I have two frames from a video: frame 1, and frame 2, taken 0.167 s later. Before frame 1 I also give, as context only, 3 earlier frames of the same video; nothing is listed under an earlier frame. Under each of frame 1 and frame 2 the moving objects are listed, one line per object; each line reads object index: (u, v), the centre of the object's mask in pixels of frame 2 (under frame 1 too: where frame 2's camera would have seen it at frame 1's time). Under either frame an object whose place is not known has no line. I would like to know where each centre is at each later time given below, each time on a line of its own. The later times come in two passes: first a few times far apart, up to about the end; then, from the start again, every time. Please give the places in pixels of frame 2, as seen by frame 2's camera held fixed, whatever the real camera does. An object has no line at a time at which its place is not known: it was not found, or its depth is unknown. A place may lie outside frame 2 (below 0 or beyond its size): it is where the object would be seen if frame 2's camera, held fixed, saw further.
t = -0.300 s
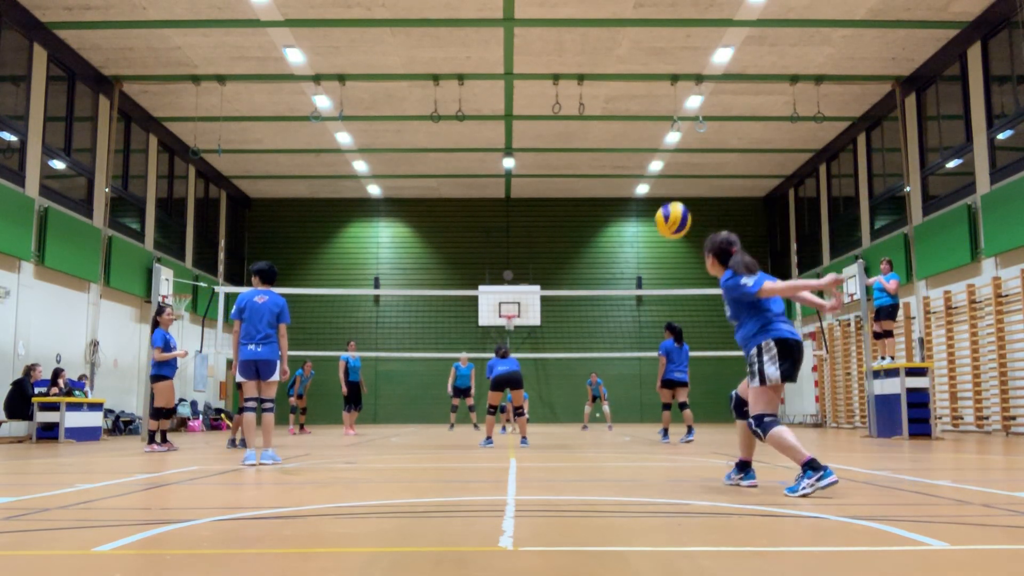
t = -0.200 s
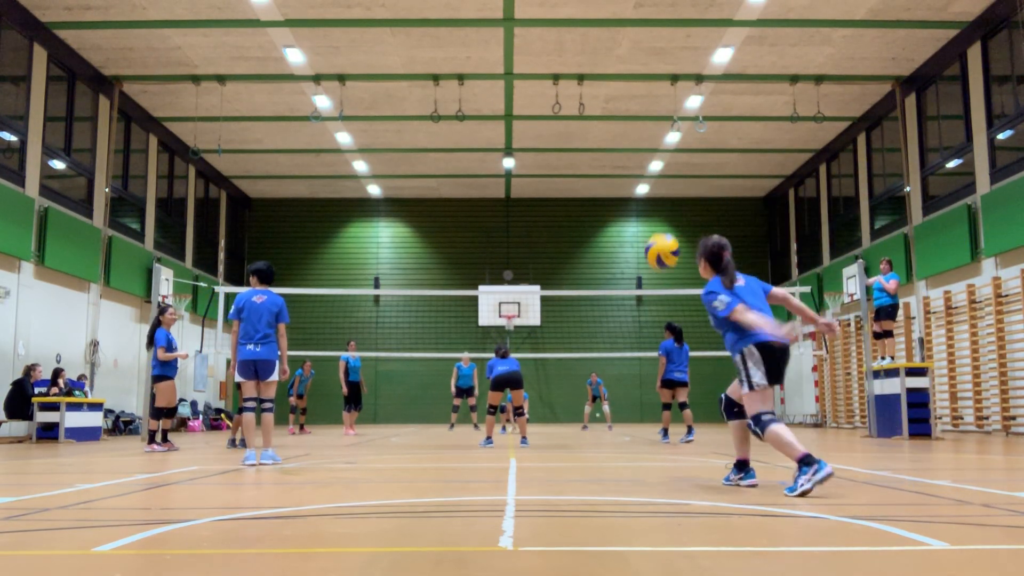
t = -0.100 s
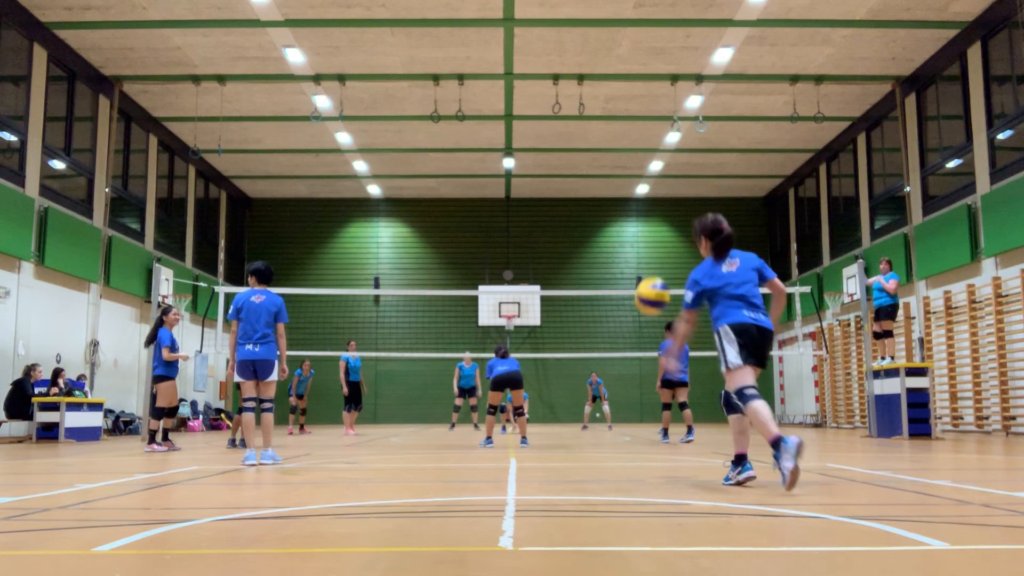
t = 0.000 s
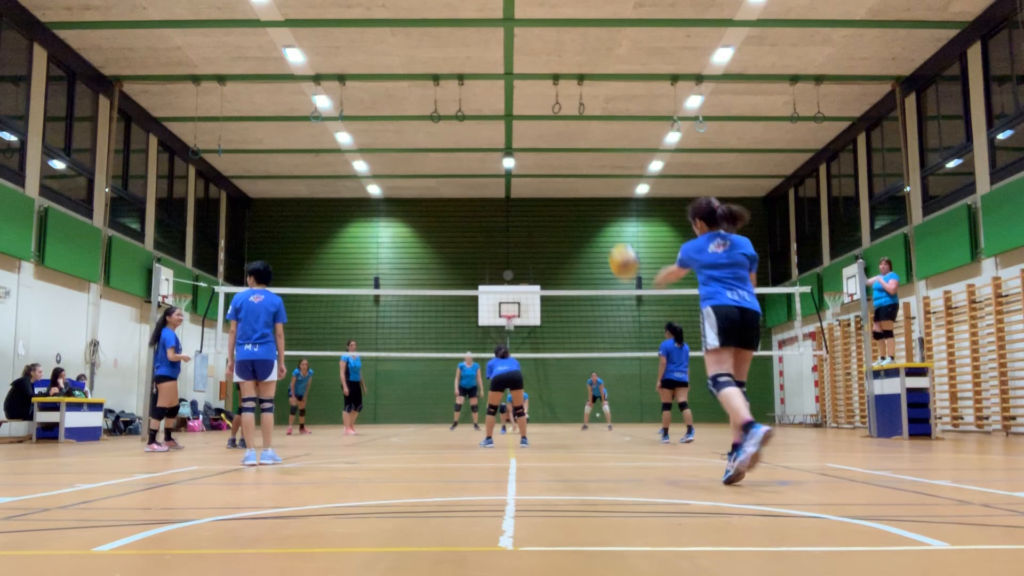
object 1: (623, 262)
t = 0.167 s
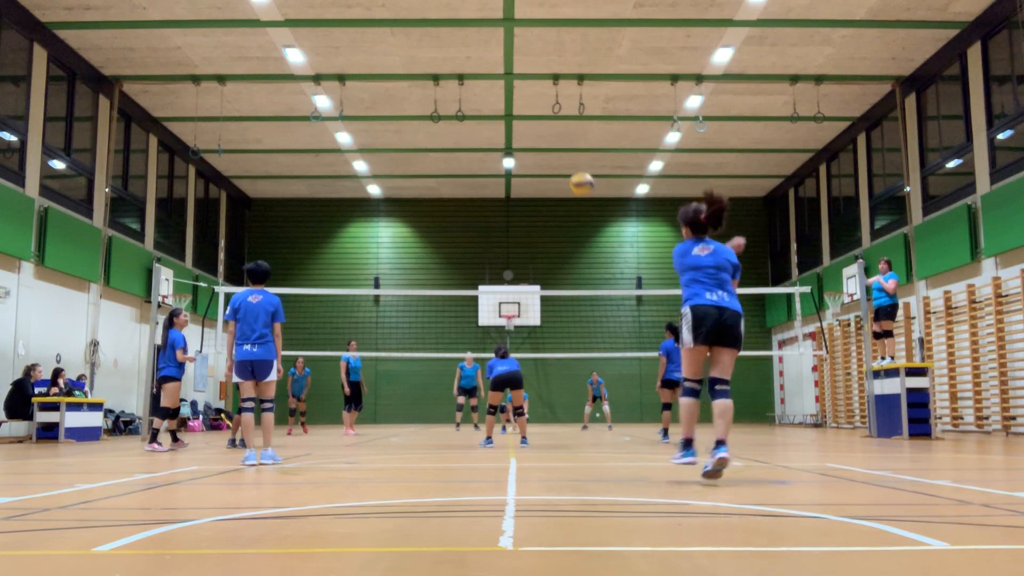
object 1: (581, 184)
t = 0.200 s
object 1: (576, 178)
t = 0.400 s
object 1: (549, 166)
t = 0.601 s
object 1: (531, 188)
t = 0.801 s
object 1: (517, 229)
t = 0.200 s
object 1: (576, 178)
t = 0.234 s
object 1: (570, 171)
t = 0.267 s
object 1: (565, 168)
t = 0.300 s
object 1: (561, 166)
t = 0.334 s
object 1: (557, 165)
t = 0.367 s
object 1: (553, 165)
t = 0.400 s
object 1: (549, 166)
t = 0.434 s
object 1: (545, 168)
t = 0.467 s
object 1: (542, 171)
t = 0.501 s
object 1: (539, 174)
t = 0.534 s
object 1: (536, 178)
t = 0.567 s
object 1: (533, 183)
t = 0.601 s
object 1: (531, 188)
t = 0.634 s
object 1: (528, 194)
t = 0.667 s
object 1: (524, 201)
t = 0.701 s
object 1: (522, 206)
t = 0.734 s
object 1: (521, 214)
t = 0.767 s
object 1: (519, 221)
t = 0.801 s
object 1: (517, 229)
